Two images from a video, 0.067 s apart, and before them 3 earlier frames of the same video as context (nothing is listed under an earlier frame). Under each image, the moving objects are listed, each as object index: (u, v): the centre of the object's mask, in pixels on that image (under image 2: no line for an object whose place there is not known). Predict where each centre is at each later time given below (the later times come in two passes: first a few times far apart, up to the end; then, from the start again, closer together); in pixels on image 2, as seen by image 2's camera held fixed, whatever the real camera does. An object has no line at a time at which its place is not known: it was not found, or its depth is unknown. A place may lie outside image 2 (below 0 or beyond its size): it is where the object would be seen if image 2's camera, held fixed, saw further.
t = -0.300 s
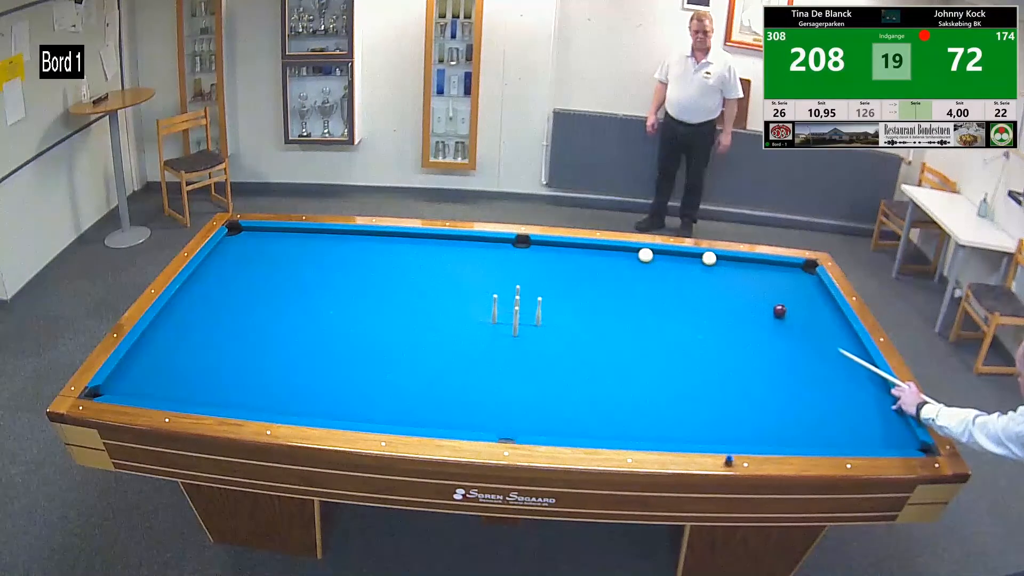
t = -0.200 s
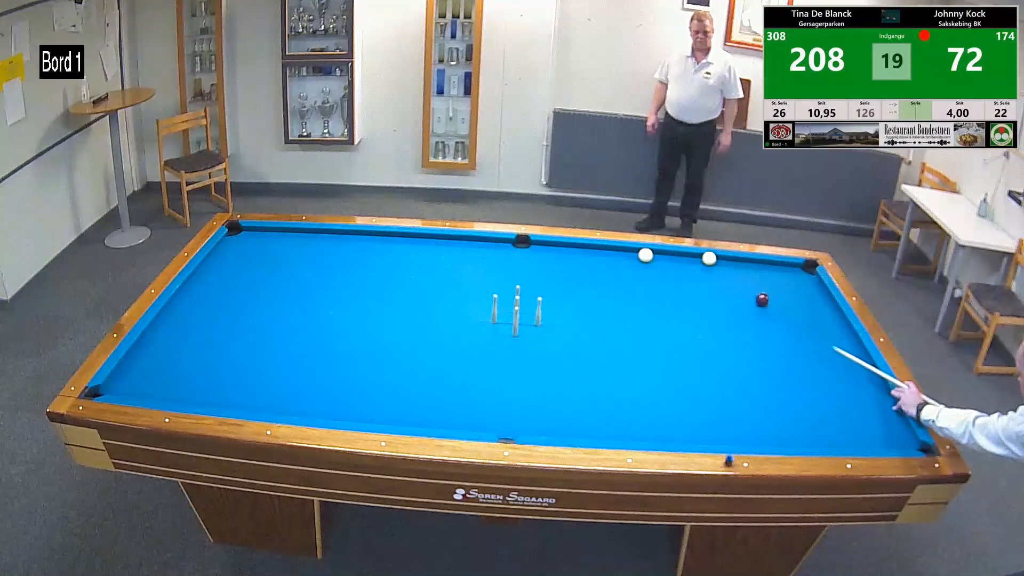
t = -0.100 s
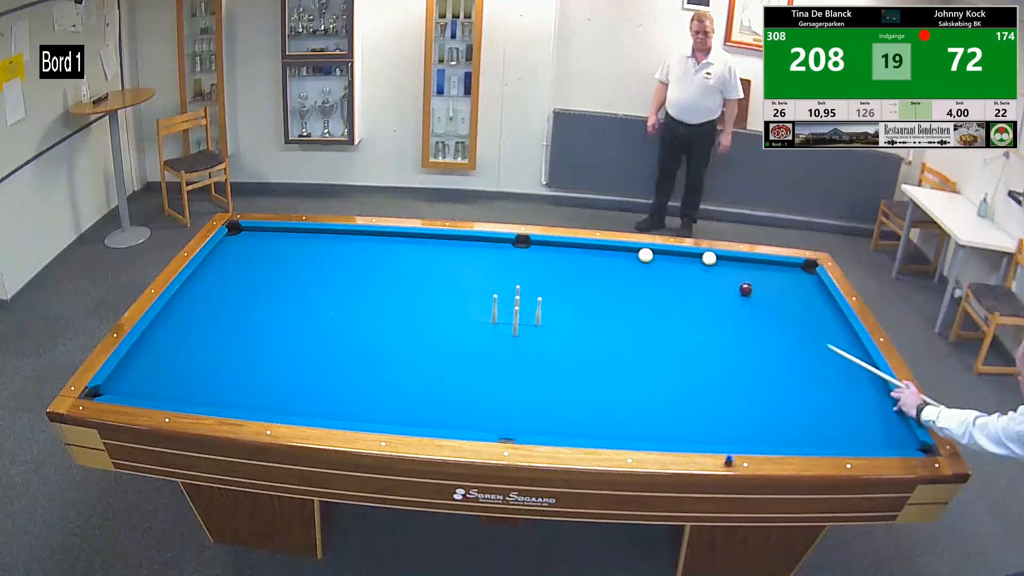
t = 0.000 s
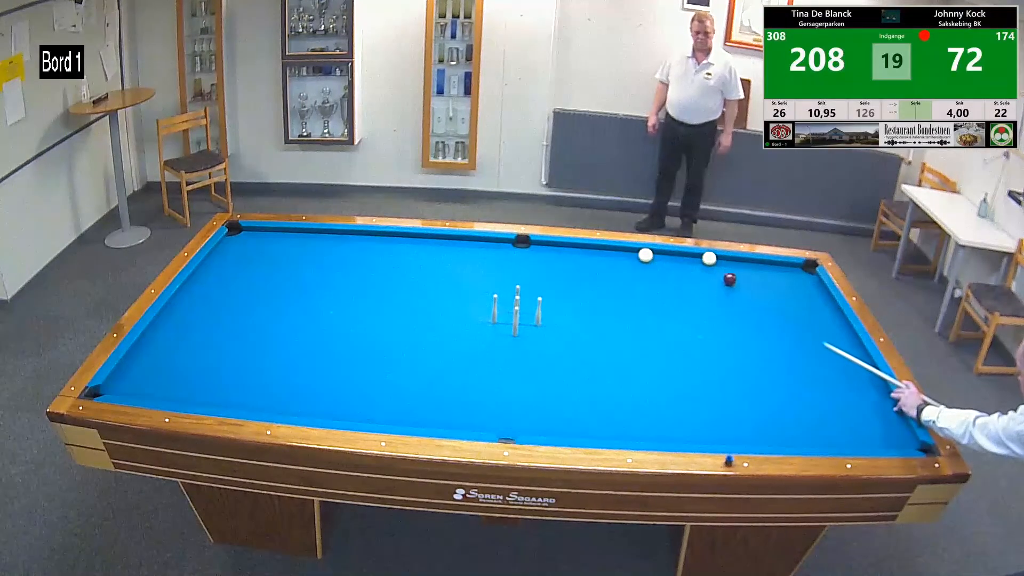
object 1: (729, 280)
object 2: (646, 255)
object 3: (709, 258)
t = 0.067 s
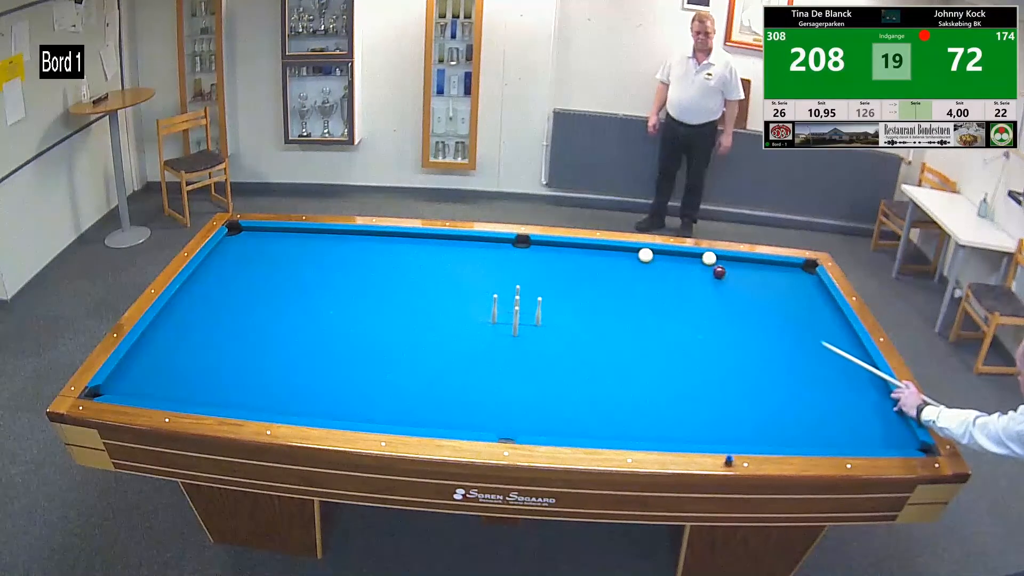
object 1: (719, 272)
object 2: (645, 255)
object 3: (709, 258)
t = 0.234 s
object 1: (693, 259)
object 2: (645, 255)
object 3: (711, 257)
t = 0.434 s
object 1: (662, 257)
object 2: (645, 255)
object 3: (716, 261)
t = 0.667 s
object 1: (653, 265)
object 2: (624, 252)
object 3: (722, 266)
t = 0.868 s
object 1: (646, 273)
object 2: (607, 249)
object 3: (726, 269)
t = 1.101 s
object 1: (637, 281)
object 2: (589, 248)
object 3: (732, 274)
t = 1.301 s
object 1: (629, 289)
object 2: (575, 248)
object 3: (736, 277)
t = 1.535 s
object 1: (620, 299)
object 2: (558, 247)
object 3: (741, 281)
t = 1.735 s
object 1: (613, 307)
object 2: (544, 247)
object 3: (745, 284)
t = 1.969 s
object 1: (602, 316)
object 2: (529, 247)
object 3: (750, 287)
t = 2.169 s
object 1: (594, 324)
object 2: (516, 247)
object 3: (753, 290)
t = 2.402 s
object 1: (584, 334)
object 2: (501, 247)
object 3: (757, 294)
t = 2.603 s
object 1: (575, 343)
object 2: (489, 247)
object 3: (760, 296)
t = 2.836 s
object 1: (564, 353)
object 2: (476, 247)
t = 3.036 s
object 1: (555, 362)
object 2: (464, 248)
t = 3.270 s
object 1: (544, 372)
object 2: (452, 247)
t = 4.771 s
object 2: (387, 249)
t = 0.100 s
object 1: (714, 270)
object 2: (645, 255)
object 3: (709, 258)
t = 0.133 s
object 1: (709, 267)
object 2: (646, 255)
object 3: (709, 257)
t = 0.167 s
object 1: (704, 263)
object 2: (646, 255)
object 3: (710, 257)
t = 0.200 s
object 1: (698, 261)
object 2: (646, 255)
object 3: (710, 257)
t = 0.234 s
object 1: (693, 259)
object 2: (645, 255)
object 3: (711, 257)
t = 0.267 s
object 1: (687, 257)
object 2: (645, 255)
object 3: (712, 258)
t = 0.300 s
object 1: (680, 256)
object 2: (646, 255)
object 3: (713, 259)
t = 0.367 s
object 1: (672, 256)
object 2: (645, 255)
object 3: (714, 260)
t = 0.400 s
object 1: (667, 257)
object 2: (645, 255)
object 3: (715, 261)
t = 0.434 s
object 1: (662, 257)
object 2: (645, 255)
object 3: (716, 261)
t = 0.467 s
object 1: (659, 258)
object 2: (644, 255)
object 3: (717, 262)
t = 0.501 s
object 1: (658, 259)
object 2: (640, 254)
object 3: (718, 262)
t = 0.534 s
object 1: (657, 260)
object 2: (636, 254)
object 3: (719, 263)
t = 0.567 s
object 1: (656, 262)
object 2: (633, 253)
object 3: (719, 264)
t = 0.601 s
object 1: (655, 263)
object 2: (630, 253)
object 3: (720, 264)
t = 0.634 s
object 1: (654, 264)
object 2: (627, 252)
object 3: (721, 265)
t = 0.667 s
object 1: (653, 265)
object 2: (624, 252)
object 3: (722, 266)
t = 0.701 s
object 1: (652, 266)
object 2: (621, 251)
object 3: (722, 266)
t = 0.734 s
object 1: (650, 268)
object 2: (619, 251)
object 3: (723, 267)
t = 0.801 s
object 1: (648, 270)
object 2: (613, 250)
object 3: (725, 268)
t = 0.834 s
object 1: (647, 272)
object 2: (610, 249)
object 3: (726, 269)
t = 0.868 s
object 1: (646, 273)
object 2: (607, 249)
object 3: (726, 269)
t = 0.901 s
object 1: (644, 274)
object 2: (604, 249)
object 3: (727, 270)
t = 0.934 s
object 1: (643, 275)
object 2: (601, 248)
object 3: (728, 271)
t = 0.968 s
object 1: (642, 277)
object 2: (598, 248)
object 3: (729, 271)
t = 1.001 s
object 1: (640, 278)
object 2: (596, 248)
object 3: (730, 272)
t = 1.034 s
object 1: (639, 279)
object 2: (594, 248)
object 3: (730, 273)
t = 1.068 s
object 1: (638, 280)
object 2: (591, 248)
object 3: (731, 273)
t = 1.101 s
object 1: (637, 281)
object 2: (589, 248)
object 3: (732, 274)
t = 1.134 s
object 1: (635, 283)
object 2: (586, 248)
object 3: (733, 274)
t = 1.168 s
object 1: (634, 284)
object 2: (584, 248)
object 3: (733, 275)
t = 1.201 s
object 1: (633, 285)
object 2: (581, 248)
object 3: (734, 275)
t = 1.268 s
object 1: (631, 288)
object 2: (577, 248)
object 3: (736, 277)
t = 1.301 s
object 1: (629, 289)
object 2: (575, 248)
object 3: (736, 277)
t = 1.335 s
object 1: (628, 291)
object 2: (572, 248)
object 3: (737, 278)
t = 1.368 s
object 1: (627, 292)
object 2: (570, 248)
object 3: (738, 279)
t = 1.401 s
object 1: (625, 293)
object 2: (567, 248)
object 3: (738, 279)
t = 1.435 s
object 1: (624, 295)
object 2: (565, 248)
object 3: (739, 280)
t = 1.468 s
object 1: (623, 296)
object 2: (563, 248)
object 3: (740, 280)
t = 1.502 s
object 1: (621, 297)
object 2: (560, 248)
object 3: (741, 280)
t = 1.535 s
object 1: (620, 299)
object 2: (558, 247)
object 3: (741, 281)
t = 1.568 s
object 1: (619, 300)
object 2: (556, 247)
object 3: (742, 282)
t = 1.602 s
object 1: (618, 301)
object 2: (553, 247)
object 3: (743, 282)
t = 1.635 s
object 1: (616, 303)
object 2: (551, 247)
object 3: (743, 283)
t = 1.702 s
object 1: (614, 305)
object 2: (546, 247)
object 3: (744, 284)
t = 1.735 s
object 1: (613, 307)
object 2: (544, 247)
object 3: (745, 284)
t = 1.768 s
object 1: (611, 308)
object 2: (542, 247)
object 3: (746, 285)
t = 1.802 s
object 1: (610, 309)
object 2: (540, 247)
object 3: (746, 285)
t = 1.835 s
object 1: (608, 311)
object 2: (538, 247)
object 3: (747, 286)
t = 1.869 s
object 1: (607, 312)
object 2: (535, 247)
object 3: (748, 286)
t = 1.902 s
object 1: (605, 314)
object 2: (534, 247)
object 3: (748, 287)
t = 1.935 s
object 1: (604, 315)
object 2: (531, 247)
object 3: (749, 287)
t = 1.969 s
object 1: (602, 316)
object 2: (529, 247)
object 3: (750, 287)
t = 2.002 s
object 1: (601, 318)
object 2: (527, 247)
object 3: (750, 288)
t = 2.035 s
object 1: (600, 319)
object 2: (524, 247)
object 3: (751, 289)
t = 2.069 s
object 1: (598, 320)
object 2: (523, 247)
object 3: (751, 289)
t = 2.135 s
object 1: (595, 323)
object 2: (518, 247)
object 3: (752, 290)
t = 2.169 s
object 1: (594, 324)
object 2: (516, 247)
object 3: (753, 290)
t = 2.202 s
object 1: (593, 326)
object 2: (514, 247)
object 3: (753, 291)
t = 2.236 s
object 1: (591, 327)
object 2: (511, 247)
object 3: (754, 292)
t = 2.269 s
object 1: (590, 329)
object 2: (509, 247)
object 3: (755, 292)
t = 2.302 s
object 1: (588, 330)
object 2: (507, 247)
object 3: (755, 292)
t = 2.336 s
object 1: (587, 332)
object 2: (505, 247)
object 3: (756, 293)
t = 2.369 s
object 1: (586, 333)
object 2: (503, 247)
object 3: (756, 293)
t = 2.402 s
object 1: (584, 334)
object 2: (501, 247)
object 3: (757, 294)
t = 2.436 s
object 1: (583, 336)
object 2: (499, 247)
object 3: (757, 294)
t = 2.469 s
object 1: (581, 337)
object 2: (497, 247)
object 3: (758, 294)
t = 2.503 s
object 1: (579, 338)
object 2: (495, 247)
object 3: (758, 295)
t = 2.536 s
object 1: (578, 340)
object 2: (493, 247)
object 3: (759, 295)
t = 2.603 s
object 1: (575, 343)
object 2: (489, 247)
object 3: (760, 296)
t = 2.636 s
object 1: (574, 344)
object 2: (487, 247)
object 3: (760, 296)
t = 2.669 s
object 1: (572, 346)
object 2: (485, 247)
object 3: (761, 297)
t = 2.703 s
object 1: (571, 347)
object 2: (483, 247)
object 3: (761, 297)
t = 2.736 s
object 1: (569, 349)
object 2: (481, 247)
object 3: (762, 297)
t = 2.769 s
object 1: (568, 350)
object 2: (479, 247)
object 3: (762, 298)
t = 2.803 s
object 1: (566, 352)
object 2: (478, 247)
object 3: (763, 298)
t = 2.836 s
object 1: (564, 353)
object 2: (476, 247)
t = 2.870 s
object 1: (563, 355)
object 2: (474, 247)
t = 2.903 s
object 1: (562, 356)
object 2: (472, 247)
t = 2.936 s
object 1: (559, 358)
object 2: (470, 247)
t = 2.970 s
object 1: (558, 359)
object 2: (468, 248)
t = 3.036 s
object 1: (555, 362)
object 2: (464, 248)
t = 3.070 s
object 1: (554, 364)
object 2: (463, 247)
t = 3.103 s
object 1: (552, 365)
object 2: (461, 247)
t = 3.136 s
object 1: (551, 366)
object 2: (459, 248)
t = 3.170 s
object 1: (549, 368)
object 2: (457, 248)
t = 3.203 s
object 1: (547, 369)
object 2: (455, 247)
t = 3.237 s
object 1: (546, 371)
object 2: (454, 247)
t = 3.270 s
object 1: (544, 372)
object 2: (452, 247)
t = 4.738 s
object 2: (388, 248)
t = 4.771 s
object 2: (387, 249)
